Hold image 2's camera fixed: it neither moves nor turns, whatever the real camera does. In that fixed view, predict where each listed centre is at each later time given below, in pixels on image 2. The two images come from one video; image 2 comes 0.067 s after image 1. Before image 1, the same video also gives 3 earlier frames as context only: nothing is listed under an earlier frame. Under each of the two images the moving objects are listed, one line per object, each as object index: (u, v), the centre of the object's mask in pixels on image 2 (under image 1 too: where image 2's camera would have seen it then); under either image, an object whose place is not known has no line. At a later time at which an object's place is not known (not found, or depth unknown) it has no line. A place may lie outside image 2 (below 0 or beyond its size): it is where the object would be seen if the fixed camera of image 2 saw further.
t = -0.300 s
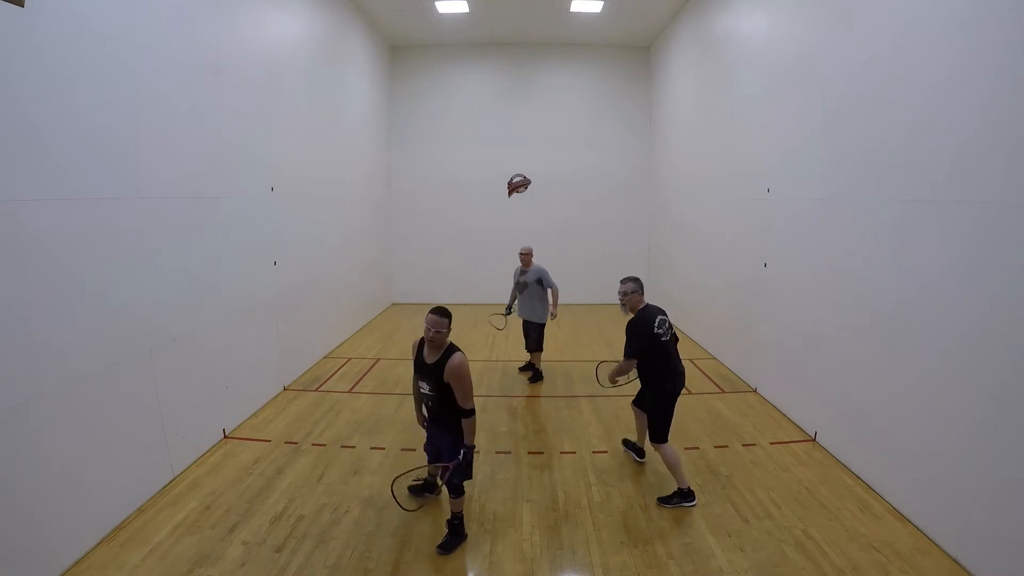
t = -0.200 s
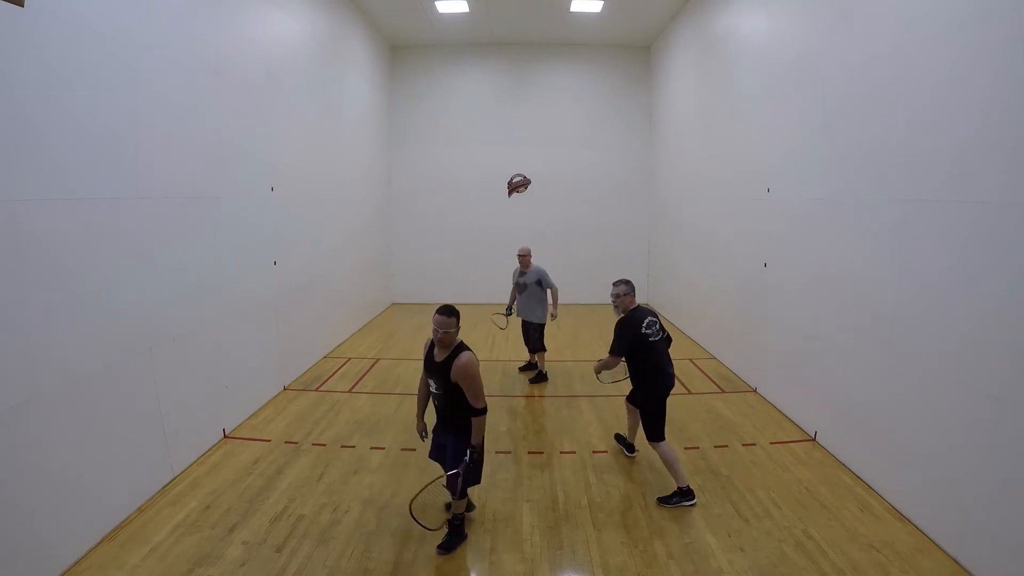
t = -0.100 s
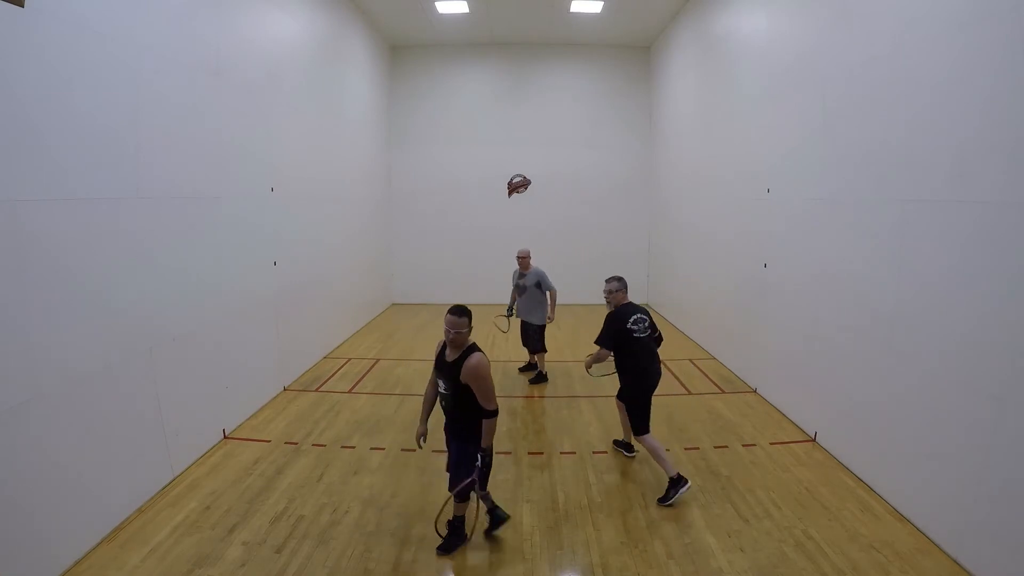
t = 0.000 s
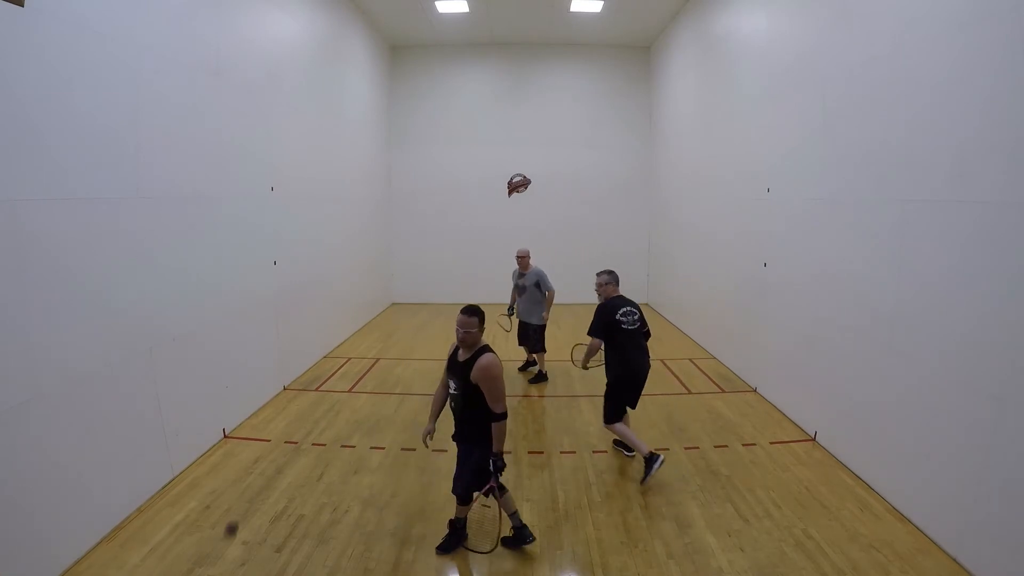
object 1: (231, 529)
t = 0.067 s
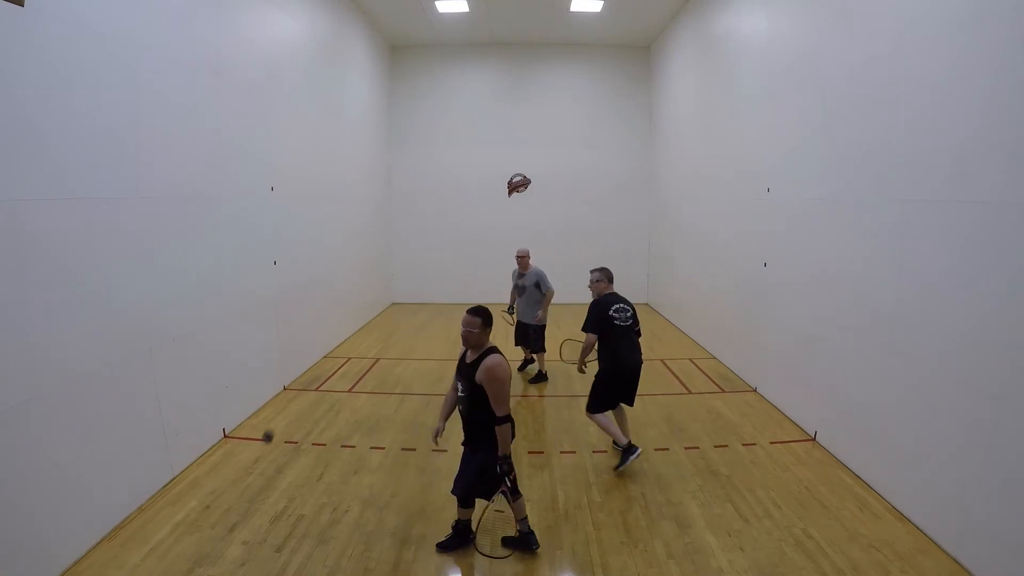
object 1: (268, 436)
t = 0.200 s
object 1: (330, 317)
